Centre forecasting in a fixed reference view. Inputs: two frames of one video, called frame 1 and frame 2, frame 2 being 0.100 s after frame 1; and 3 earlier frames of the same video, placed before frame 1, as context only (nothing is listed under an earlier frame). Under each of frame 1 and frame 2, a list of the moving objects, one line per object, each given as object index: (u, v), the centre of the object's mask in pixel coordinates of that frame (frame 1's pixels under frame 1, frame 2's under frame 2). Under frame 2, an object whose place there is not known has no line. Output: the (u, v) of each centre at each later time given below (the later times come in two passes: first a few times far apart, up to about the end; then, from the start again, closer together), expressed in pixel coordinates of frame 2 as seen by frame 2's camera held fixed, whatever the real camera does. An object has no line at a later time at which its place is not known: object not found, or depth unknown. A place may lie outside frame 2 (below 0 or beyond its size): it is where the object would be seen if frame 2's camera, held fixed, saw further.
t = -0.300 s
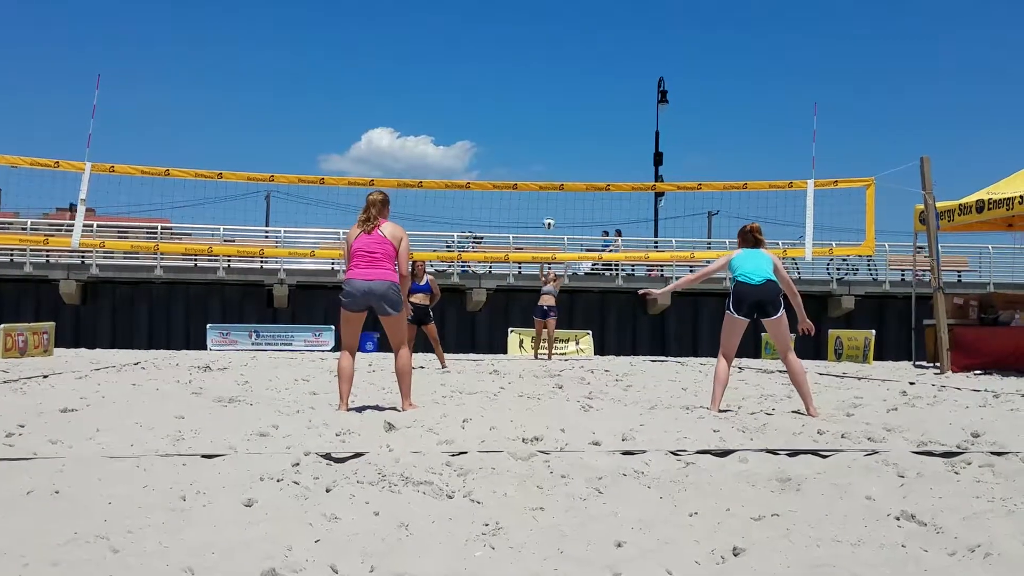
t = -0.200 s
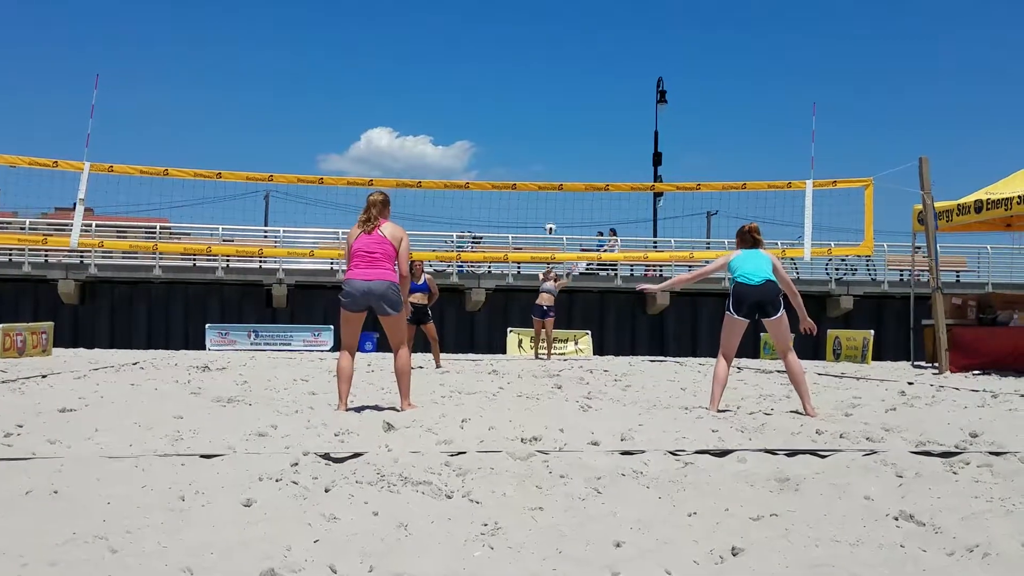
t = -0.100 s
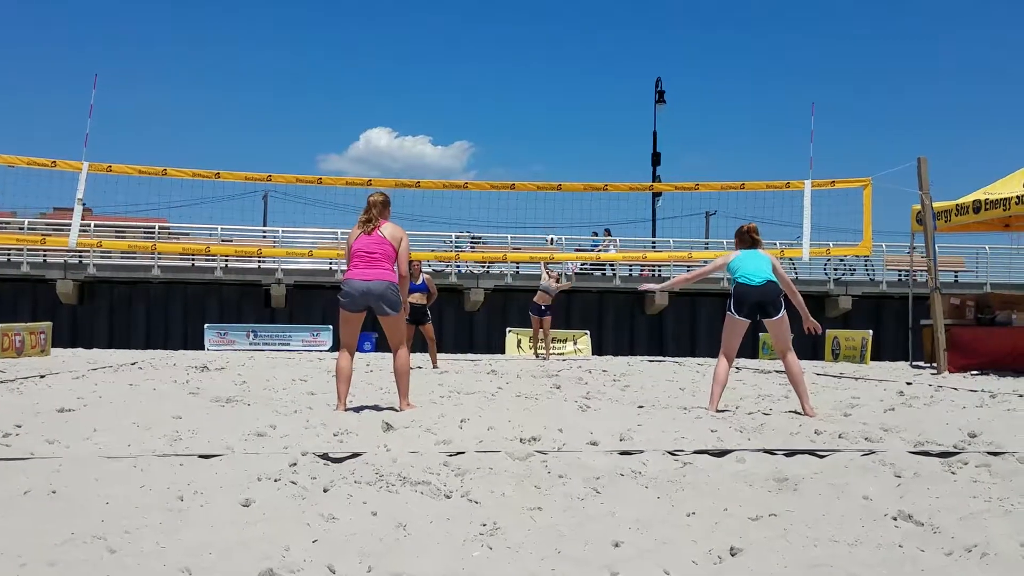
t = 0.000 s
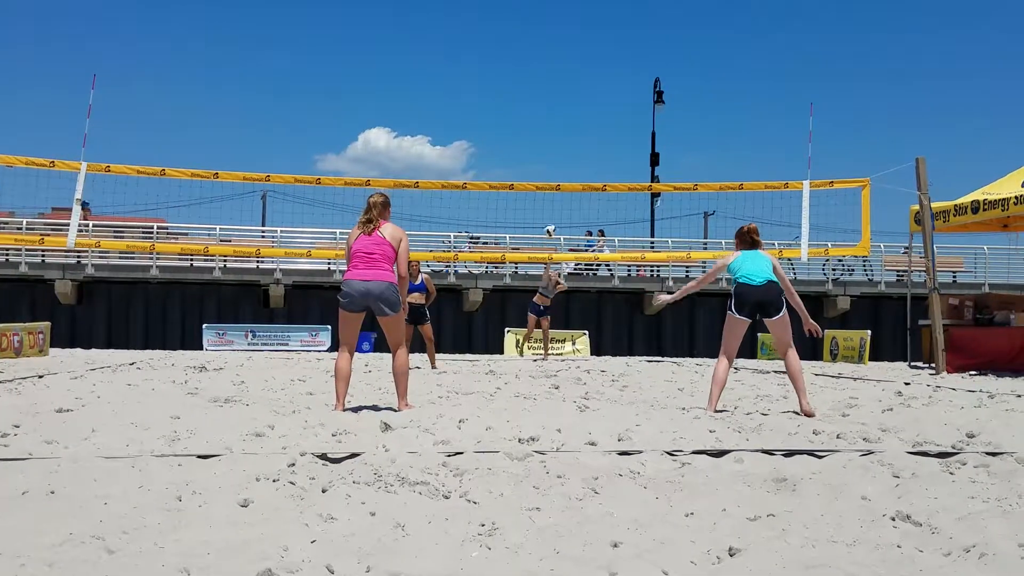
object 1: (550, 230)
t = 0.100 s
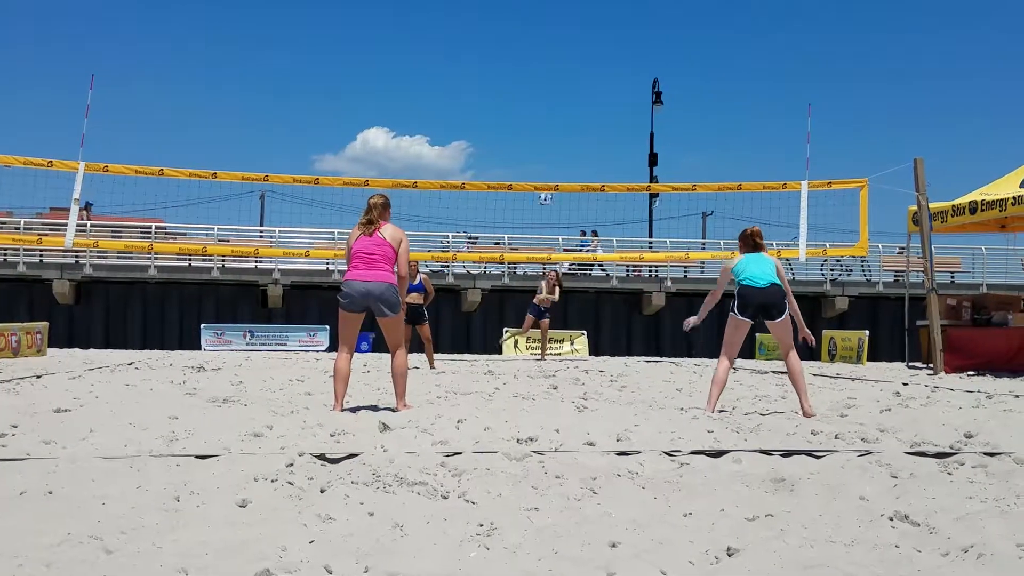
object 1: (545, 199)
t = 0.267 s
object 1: (535, 152)
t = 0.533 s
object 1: (503, 103)
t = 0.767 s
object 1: (457, 110)
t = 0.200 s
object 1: (539, 170)
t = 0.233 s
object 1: (537, 160)
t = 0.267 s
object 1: (535, 152)
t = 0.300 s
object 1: (532, 143)
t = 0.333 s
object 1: (529, 136)
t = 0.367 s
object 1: (525, 128)
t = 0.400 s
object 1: (522, 122)
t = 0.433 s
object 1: (518, 116)
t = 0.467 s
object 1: (513, 110)
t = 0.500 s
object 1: (509, 106)
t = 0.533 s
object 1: (503, 103)
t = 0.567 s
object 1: (498, 101)
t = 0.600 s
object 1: (492, 99)
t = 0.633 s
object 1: (486, 98)
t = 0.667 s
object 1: (479, 99)
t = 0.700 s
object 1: (472, 101)
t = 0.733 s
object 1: (465, 105)
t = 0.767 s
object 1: (457, 110)
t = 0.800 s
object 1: (449, 117)
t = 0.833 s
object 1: (440, 126)
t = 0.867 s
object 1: (430, 137)
